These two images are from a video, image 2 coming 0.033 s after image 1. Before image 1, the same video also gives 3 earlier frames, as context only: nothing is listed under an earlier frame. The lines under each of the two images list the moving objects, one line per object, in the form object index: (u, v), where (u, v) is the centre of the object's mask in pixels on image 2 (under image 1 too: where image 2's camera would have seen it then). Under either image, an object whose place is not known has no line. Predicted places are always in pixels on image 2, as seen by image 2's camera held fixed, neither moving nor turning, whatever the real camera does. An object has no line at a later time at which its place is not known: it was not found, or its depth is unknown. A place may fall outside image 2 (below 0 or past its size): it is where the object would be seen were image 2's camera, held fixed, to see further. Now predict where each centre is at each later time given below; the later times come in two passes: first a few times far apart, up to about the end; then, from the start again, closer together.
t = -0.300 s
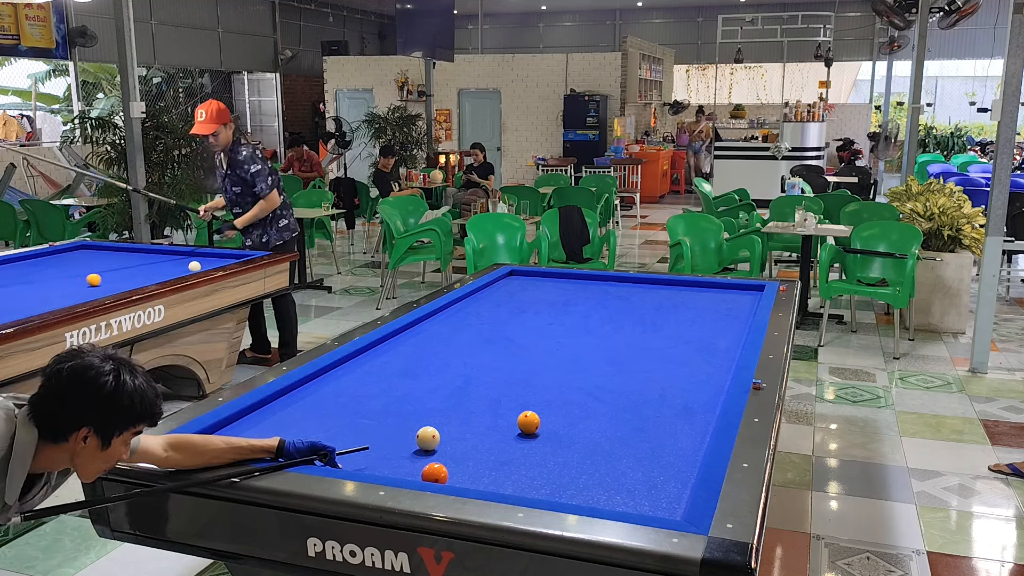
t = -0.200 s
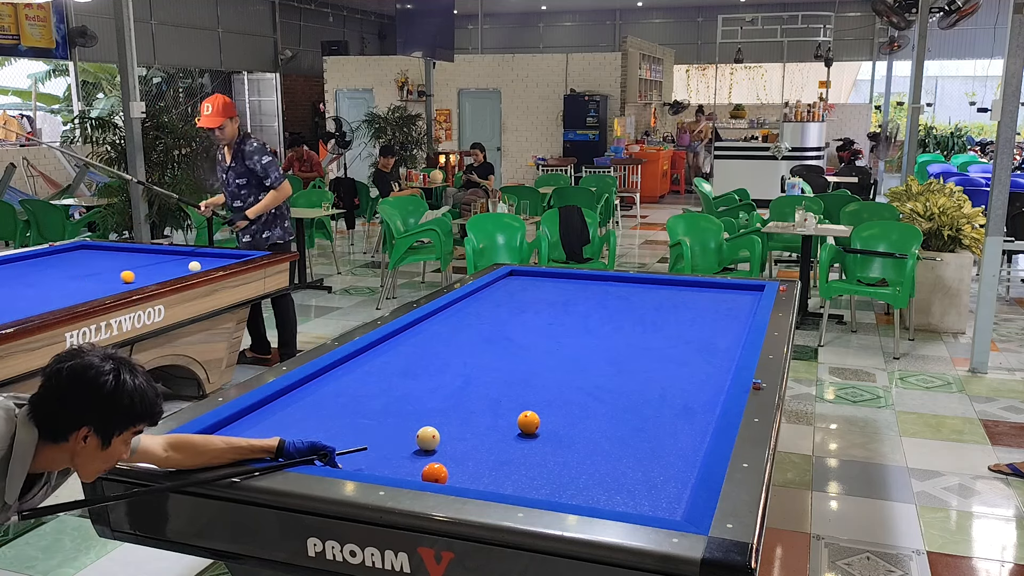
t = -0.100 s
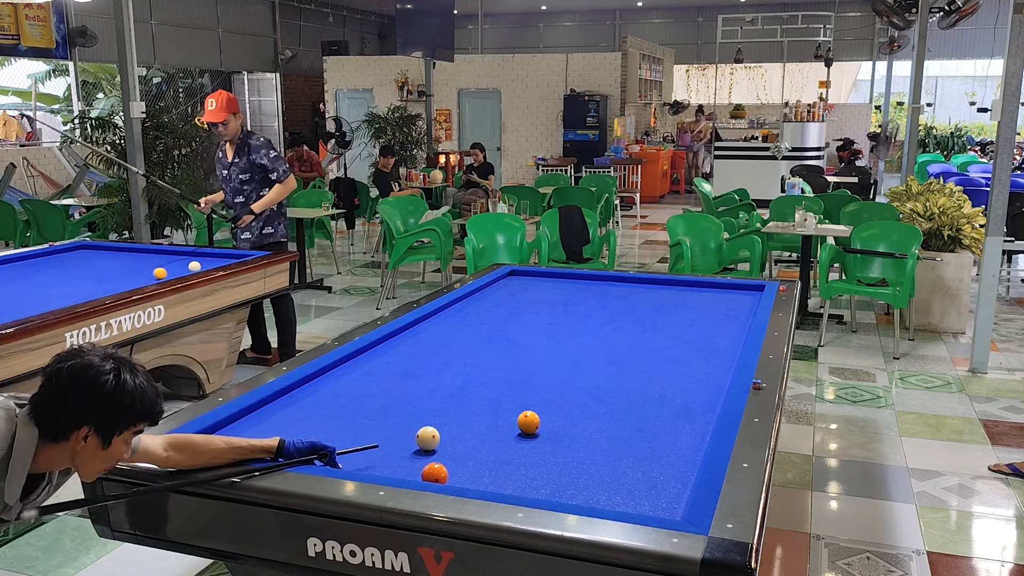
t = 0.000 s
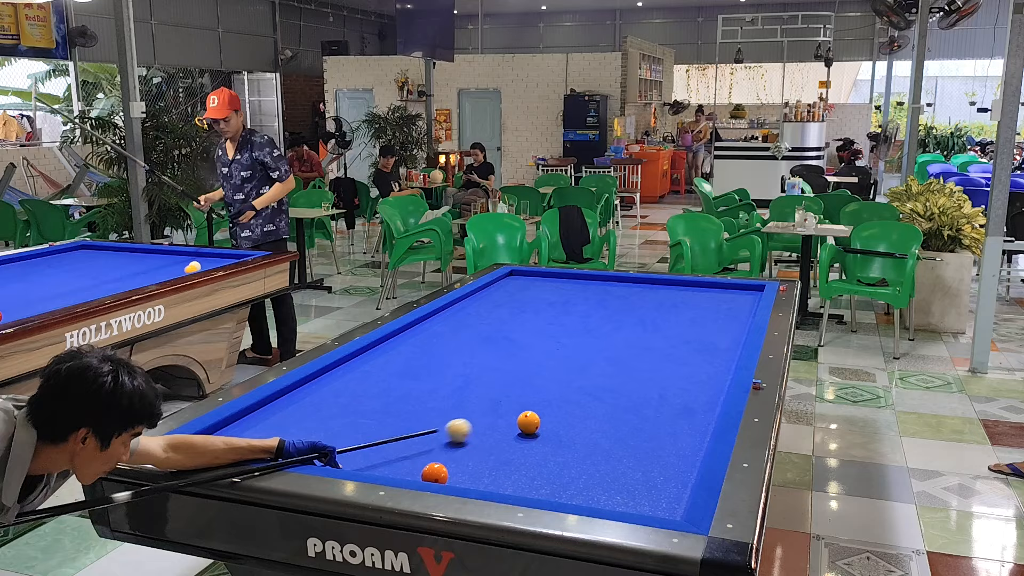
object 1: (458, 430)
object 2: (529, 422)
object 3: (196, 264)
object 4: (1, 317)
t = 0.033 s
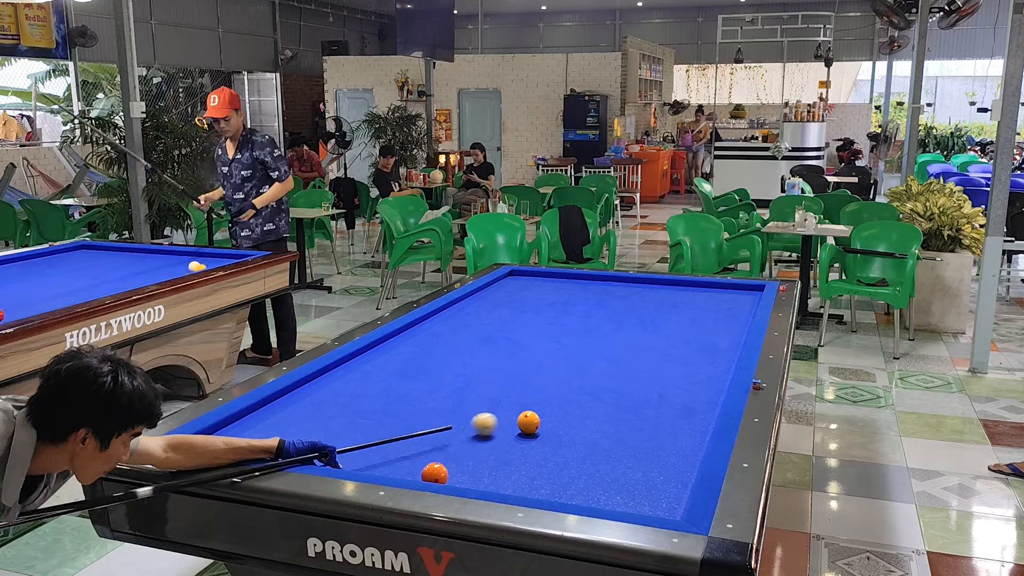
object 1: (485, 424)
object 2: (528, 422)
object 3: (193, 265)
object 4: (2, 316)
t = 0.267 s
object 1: (587, 381)
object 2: (581, 432)
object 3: (178, 264)
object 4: (10, 307)
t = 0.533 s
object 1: (670, 344)
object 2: (645, 443)
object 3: (159, 260)
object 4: (24, 299)
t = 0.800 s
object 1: (734, 316)
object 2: (687, 451)
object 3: (141, 257)
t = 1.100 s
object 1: (740, 290)
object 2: (646, 447)
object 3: (123, 254)
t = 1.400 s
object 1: (708, 295)
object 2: (608, 442)
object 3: (105, 251)
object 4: (62, 276)
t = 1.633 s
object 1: (678, 302)
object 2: (581, 439)
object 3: (92, 249)
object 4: (70, 271)
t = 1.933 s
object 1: (637, 313)
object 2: (547, 435)
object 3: (81, 246)
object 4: (80, 265)
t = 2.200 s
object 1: (598, 323)
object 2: (519, 433)
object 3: (93, 247)
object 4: (89, 260)
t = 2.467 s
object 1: (556, 334)
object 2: (493, 430)
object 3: (100, 247)
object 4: (96, 256)
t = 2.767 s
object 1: (503, 348)
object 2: (465, 427)
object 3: (109, 247)
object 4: (104, 252)
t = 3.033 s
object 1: (453, 361)
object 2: (441, 425)
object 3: (113, 248)
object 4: (105, 251)
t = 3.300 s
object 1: (396, 376)
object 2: (419, 423)
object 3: (112, 249)
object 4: (99, 251)
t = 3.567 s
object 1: (334, 392)
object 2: (399, 421)
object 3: (113, 249)
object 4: (93, 252)
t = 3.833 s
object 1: (265, 410)
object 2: (379, 419)
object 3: (114, 249)
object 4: (88, 253)
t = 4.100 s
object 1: (228, 432)
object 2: (361, 417)
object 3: (116, 250)
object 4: (84, 254)
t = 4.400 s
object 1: (233, 442)
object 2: (342, 415)
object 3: (117, 250)
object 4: (79, 254)
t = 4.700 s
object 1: (282, 435)
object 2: (325, 414)
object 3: (117, 250)
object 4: (75, 255)
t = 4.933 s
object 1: (316, 427)
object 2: (312, 410)
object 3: (117, 250)
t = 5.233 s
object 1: (358, 419)
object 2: (297, 411)
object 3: (117, 250)
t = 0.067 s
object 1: (508, 417)
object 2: (529, 423)
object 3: (192, 265)
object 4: (3, 314)
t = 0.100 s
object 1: (521, 410)
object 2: (539, 424)
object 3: (191, 265)
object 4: (3, 313)
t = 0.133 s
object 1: (536, 404)
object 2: (549, 426)
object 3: (188, 265)
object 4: (5, 312)
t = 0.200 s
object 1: (562, 392)
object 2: (566, 429)
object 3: (183, 264)
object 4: (7, 309)
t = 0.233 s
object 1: (574, 386)
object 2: (574, 430)
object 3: (180, 264)
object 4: (8, 308)
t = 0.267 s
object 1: (587, 381)
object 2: (581, 432)
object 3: (178, 264)
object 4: (10, 307)
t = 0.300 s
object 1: (599, 375)
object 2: (589, 433)
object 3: (175, 263)
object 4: (12, 306)
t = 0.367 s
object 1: (621, 366)
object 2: (605, 436)
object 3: (171, 262)
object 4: (15, 304)
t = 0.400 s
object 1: (632, 361)
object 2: (613, 437)
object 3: (168, 262)
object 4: (17, 303)
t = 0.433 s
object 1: (642, 356)
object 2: (621, 439)
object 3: (166, 261)
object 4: (19, 302)
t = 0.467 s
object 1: (652, 352)
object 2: (629, 440)
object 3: (164, 261)
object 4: (21, 301)
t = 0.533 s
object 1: (670, 344)
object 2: (645, 443)
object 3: (159, 260)
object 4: (24, 299)
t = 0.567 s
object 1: (679, 340)
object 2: (653, 444)
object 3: (157, 260)
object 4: (26, 298)
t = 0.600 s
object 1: (688, 336)
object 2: (661, 446)
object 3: (155, 260)
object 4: (28, 297)
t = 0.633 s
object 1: (696, 333)
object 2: (669, 447)
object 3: (152, 259)
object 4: (29, 296)
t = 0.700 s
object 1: (712, 325)
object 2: (686, 450)
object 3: (148, 258)
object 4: (31, 293)
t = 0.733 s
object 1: (720, 322)
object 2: (694, 452)
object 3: (146, 258)
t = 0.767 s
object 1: (727, 319)
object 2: (693, 452)
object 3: (143, 257)
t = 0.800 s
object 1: (734, 316)
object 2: (687, 451)
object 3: (141, 257)
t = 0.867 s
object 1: (747, 310)
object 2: (677, 450)
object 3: (137, 256)
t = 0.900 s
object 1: (751, 307)
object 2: (673, 450)
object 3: (135, 256)
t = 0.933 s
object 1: (748, 304)
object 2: (668, 449)
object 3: (133, 256)
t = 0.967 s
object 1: (745, 301)
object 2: (664, 449)
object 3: (131, 255)
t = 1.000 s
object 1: (744, 298)
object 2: (659, 448)
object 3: (128, 255)
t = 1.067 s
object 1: (741, 293)
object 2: (651, 447)
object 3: (124, 254)
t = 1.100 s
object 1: (740, 290)
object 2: (646, 447)
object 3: (123, 254)
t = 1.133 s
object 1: (739, 288)
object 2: (642, 446)
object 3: (121, 253)
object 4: (52, 285)
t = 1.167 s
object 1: (738, 285)
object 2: (638, 446)
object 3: (119, 253)
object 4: (53, 282)
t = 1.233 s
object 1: (729, 288)
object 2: (629, 445)
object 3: (115, 252)
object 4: (56, 280)
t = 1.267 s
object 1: (725, 289)
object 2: (625, 444)
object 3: (113, 252)
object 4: (57, 279)
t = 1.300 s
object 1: (721, 291)
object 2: (621, 444)
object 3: (111, 251)
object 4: (58, 278)
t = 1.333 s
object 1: (716, 292)
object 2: (617, 443)
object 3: (109, 251)
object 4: (59, 277)
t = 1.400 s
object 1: (708, 295)
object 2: (608, 442)
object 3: (105, 251)
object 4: (62, 276)
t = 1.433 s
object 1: (704, 296)
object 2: (604, 442)
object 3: (103, 250)
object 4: (63, 275)
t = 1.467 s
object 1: (699, 297)
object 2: (600, 441)
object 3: (101, 250)
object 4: (64, 274)
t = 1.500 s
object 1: (695, 298)
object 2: (597, 441)
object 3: (100, 250)
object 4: (66, 274)
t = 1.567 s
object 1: (687, 300)
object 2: (589, 440)
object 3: (96, 249)
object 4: (68, 272)
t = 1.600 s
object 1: (683, 301)
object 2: (585, 439)
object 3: (94, 249)
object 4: (69, 272)
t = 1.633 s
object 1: (678, 302)
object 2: (581, 439)
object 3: (92, 249)
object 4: (70, 271)
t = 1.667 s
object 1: (674, 304)
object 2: (577, 439)
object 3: (90, 248)
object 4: (72, 270)
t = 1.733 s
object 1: (665, 306)
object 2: (570, 438)
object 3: (87, 248)
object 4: (74, 269)
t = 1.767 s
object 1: (660, 307)
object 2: (566, 438)
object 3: (85, 247)
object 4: (75, 268)
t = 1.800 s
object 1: (656, 308)
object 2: (562, 437)
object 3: (83, 247)
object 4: (76, 268)
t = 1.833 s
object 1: (651, 309)
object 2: (558, 437)
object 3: (81, 247)
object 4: (77, 267)
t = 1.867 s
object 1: (647, 311)
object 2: (555, 436)
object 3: (80, 246)
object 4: (78, 266)
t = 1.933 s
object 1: (637, 313)
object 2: (547, 435)
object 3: (81, 246)
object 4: (80, 265)
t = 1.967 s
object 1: (633, 314)
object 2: (544, 435)
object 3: (83, 246)
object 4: (81, 264)
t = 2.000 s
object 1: (628, 316)
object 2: (540, 435)
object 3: (85, 246)
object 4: (82, 264)
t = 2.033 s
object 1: (623, 317)
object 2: (536, 434)
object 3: (87, 246)
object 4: (84, 263)
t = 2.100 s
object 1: (613, 319)
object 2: (530, 434)
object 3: (90, 246)
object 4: (86, 262)
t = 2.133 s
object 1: (608, 321)
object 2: (526, 433)
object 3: (91, 246)
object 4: (87, 262)
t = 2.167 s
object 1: (603, 322)
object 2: (523, 433)
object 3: (92, 246)
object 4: (88, 261)
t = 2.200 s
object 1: (598, 323)
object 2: (519, 433)
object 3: (93, 247)
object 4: (89, 260)
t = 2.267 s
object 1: (588, 326)
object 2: (513, 432)
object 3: (95, 247)
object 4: (91, 259)
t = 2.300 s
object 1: (582, 327)
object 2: (509, 431)
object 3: (96, 247)
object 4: (92, 259)
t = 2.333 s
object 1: (577, 328)
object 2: (506, 431)
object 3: (96, 247)
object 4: (92, 258)
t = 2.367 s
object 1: (572, 330)
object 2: (503, 431)
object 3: (97, 247)
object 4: (93, 258)
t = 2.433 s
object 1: (561, 333)
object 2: (496, 430)
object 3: (99, 247)
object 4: (95, 257)
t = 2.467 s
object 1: (556, 334)
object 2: (493, 430)
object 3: (100, 247)
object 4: (96, 256)
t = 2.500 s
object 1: (550, 336)
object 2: (490, 430)
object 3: (101, 247)
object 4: (97, 256)
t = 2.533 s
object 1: (544, 337)
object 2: (487, 429)
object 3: (102, 247)
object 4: (98, 255)
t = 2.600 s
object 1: (533, 340)
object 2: (480, 428)
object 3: (104, 247)
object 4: (100, 254)
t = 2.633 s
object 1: (527, 342)
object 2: (477, 428)
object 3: (105, 247)
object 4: (101, 254)
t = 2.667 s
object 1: (521, 343)
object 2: (474, 428)
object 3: (106, 247)
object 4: (102, 253)
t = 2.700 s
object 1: (515, 345)
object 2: (471, 428)
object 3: (107, 247)
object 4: (102, 253)
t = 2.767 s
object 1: (503, 348)
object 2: (465, 427)
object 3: (109, 247)
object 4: (104, 252)
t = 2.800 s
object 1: (497, 349)
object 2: (462, 427)
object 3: (110, 247)
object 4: (105, 251)
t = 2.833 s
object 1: (491, 351)
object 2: (459, 427)
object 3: (111, 247)
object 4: (106, 251)
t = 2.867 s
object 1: (485, 352)
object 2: (456, 426)
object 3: (113, 248)
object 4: (105, 251)
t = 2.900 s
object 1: (478, 354)
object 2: (453, 426)
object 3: (114, 248)
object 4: (105, 251)
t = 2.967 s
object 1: (466, 358)
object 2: (447, 426)
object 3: (114, 248)
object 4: (105, 251)
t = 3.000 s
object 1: (459, 359)
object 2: (444, 425)
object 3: (113, 248)
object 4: (105, 251)
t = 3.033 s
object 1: (453, 361)
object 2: (441, 425)
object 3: (113, 248)
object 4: (105, 251)
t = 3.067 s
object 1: (446, 363)
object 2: (439, 425)
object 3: (112, 248)
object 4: (104, 251)
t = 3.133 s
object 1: (432, 366)
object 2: (433, 424)
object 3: (112, 248)
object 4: (103, 251)
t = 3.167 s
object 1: (425, 368)
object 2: (430, 424)
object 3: (112, 249)
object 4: (102, 251)
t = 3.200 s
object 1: (418, 370)
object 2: (428, 424)
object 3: (112, 249)
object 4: (101, 251)
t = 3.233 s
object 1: (411, 372)
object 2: (425, 423)
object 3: (112, 249)
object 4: (100, 251)
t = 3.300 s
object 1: (396, 376)
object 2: (419, 423)
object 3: (112, 249)
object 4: (99, 251)
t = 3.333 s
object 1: (389, 378)
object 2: (417, 422)
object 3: (112, 249)
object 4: (98, 251)
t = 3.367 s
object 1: (382, 380)
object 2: (414, 422)
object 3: (113, 249)
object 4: (97, 251)
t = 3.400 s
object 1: (374, 382)
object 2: (412, 422)
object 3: (113, 249)
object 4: (97, 251)
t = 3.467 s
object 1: (358, 386)
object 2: (407, 421)
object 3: (113, 249)
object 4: (95, 252)
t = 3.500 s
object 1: (351, 388)
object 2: (404, 421)
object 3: (113, 249)
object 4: (95, 252)
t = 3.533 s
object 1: (342, 390)
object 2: (401, 421)
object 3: (113, 249)
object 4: (94, 252)
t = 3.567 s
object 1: (334, 392)
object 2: (399, 421)
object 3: (113, 249)
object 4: (93, 252)
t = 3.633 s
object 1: (318, 397)
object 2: (394, 420)
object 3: (114, 249)
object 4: (92, 252)
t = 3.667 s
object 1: (309, 398)
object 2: (391, 420)
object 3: (114, 249)
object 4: (91, 252)
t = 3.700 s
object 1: (300, 401)
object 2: (389, 420)
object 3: (114, 249)
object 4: (90, 252)
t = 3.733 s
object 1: (292, 403)
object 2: (386, 420)
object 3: (114, 249)
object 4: (90, 252)
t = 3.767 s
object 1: (283, 405)
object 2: (384, 420)
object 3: (114, 249)
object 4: (89, 253)
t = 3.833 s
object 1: (265, 410)
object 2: (379, 419)
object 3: (114, 249)
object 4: (88, 253)
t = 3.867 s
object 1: (256, 412)
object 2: (377, 419)
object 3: (115, 249)
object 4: (88, 253)
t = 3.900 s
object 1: (246, 415)
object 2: (374, 419)
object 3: (115, 249)
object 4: (87, 253)
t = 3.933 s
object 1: (241, 418)
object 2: (372, 418)
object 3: (115, 249)
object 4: (86, 253)
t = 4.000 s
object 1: (236, 423)
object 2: (368, 418)
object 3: (115, 249)
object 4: (85, 253)
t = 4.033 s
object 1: (233, 426)
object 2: (366, 418)
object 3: (115, 249)
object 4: (85, 253)
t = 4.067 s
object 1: (231, 428)
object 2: (363, 417)
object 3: (116, 250)
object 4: (84, 253)
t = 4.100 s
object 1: (228, 432)
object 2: (361, 417)
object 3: (116, 250)
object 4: (84, 254)
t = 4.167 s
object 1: (222, 438)
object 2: (357, 417)
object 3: (116, 250)
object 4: (82, 254)
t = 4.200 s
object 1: (219, 440)
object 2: (354, 417)
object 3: (116, 250)
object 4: (82, 254)
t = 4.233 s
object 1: (217, 442)
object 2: (353, 416)
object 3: (116, 250)
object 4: (82, 254)
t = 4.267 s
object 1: (214, 443)
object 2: (350, 416)
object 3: (116, 250)
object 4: (81, 254)
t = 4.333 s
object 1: (222, 443)
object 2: (347, 416)
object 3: (116, 250)
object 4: (80, 254)
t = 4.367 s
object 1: (227, 443)
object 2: (344, 416)
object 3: (117, 250)
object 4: (79, 254)
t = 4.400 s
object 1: (233, 442)
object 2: (342, 415)
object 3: (117, 250)
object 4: (79, 254)
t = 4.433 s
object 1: (239, 442)
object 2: (340, 415)
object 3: (117, 250)
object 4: (79, 254)
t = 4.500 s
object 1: (250, 441)
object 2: (336, 415)
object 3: (117, 250)
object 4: (78, 254)
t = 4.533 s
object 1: (255, 440)
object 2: (334, 415)
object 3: (117, 250)
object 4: (77, 255)
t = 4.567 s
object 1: (261, 438)
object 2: (333, 414)
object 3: (117, 250)
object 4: (77, 255)
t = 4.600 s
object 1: (266, 437)
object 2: (330, 414)
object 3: (117, 250)
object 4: (76, 255)
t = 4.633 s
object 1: (271, 436)
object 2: (329, 414)
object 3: (117, 250)
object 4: (76, 255)
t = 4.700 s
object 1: (282, 435)
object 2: (325, 414)
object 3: (117, 250)
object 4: (75, 255)
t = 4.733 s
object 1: (287, 433)
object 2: (323, 414)
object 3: (117, 250)
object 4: (75, 255)
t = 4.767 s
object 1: (292, 432)
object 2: (321, 413)
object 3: (117, 250)
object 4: (75, 255)
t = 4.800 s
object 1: (297, 431)
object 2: (319, 413)
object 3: (117, 250)
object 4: (74, 255)
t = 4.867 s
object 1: (307, 429)
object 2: (316, 412)
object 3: (117, 250)
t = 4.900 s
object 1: (312, 428)
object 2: (314, 410)
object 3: (117, 250)
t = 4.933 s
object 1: (316, 427)
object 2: (312, 410)
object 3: (117, 250)
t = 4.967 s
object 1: (321, 426)
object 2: (310, 411)
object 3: (117, 250)
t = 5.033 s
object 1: (331, 425)
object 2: (307, 412)
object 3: (117, 250)
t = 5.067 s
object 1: (335, 424)
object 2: (305, 412)
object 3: (117, 250)
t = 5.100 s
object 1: (340, 423)
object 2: (304, 412)
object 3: (117, 250)
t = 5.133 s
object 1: (344, 422)
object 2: (302, 411)
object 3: (117, 250)
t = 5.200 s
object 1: (353, 420)
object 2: (299, 411)
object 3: (117, 250)
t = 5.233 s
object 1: (358, 419)
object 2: (297, 411)
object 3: (117, 250)
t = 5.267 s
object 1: (362, 418)
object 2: (295, 411)
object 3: (117, 250)
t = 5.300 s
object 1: (366, 417)
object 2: (294, 410)
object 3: (117, 250)
